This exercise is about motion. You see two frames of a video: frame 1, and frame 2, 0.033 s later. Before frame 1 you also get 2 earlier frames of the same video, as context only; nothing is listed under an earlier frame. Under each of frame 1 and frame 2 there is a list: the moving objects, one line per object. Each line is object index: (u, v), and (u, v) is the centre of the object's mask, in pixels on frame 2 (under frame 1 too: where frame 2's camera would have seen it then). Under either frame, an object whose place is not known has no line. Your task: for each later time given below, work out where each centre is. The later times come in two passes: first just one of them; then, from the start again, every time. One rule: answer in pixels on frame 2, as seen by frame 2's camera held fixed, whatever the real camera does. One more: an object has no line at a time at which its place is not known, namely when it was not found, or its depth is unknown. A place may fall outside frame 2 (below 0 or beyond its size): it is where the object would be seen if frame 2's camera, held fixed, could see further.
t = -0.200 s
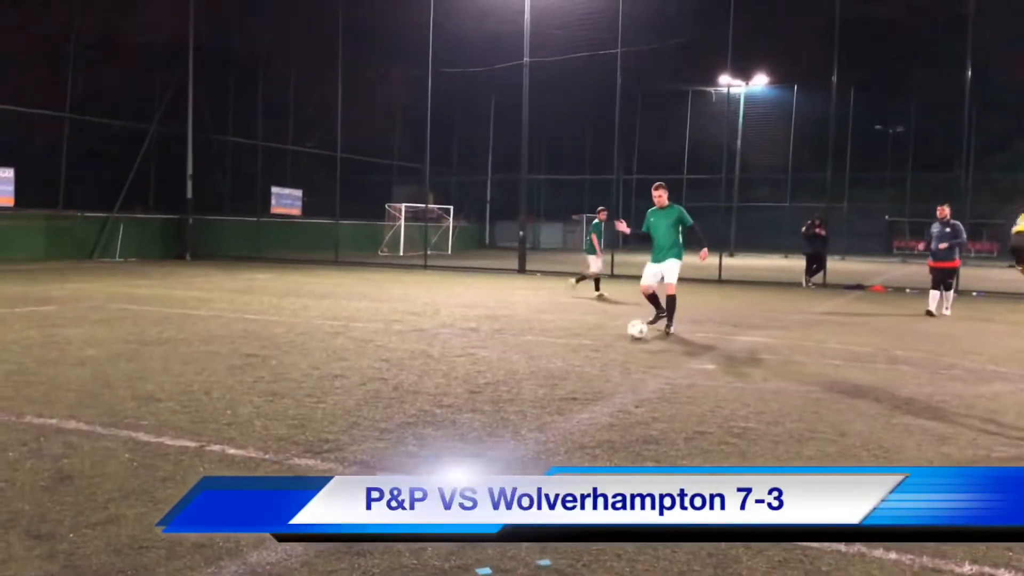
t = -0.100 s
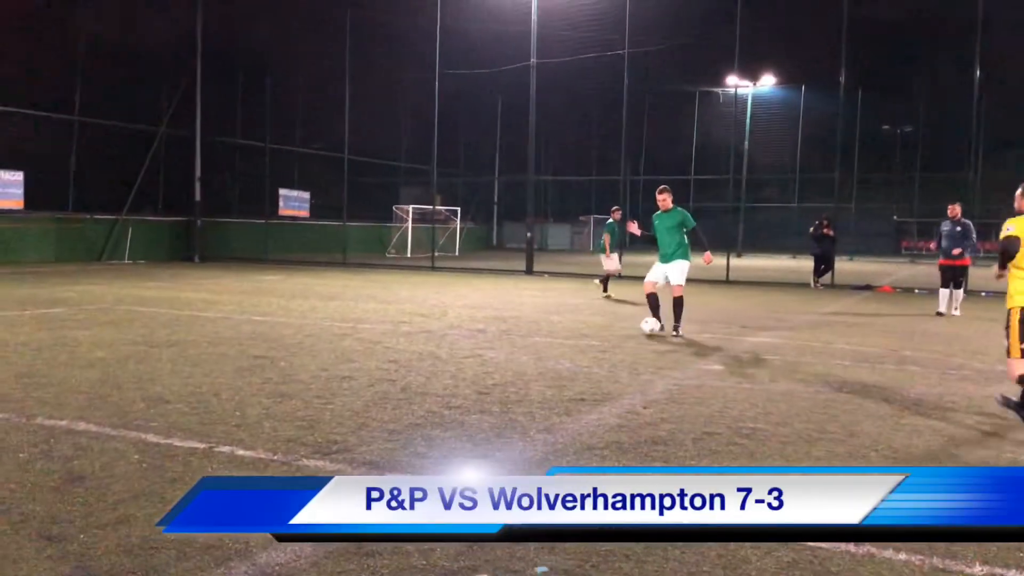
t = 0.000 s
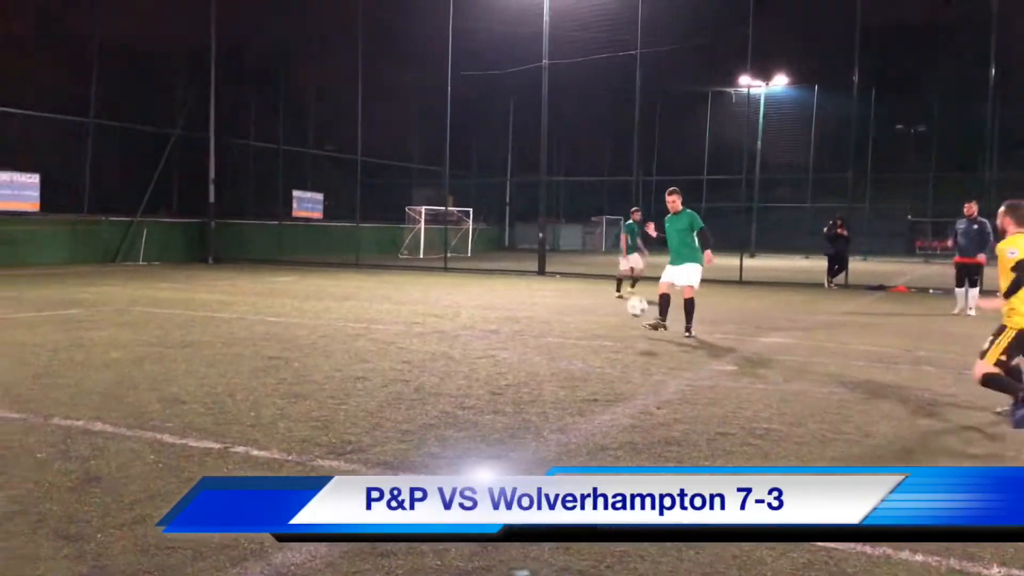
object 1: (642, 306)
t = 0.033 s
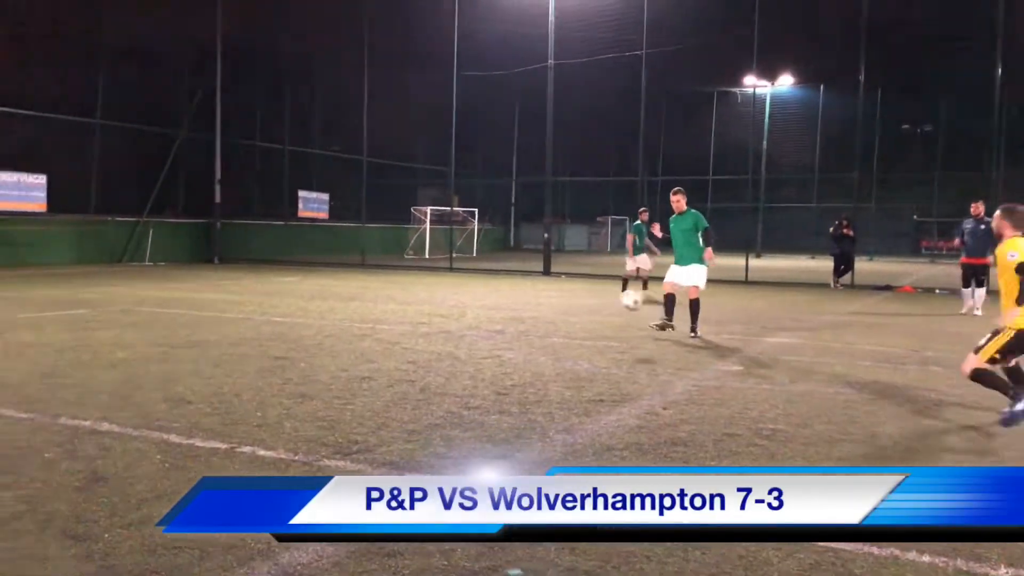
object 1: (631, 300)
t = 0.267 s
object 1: (534, 275)
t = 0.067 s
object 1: (619, 294)
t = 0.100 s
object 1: (608, 288)
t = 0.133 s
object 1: (595, 284)
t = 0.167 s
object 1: (581, 280)
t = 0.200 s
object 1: (566, 278)
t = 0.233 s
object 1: (551, 276)
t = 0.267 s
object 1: (534, 275)
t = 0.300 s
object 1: (516, 275)
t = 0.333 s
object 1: (496, 277)
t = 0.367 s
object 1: (475, 279)
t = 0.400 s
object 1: (452, 284)
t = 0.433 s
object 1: (426, 290)
